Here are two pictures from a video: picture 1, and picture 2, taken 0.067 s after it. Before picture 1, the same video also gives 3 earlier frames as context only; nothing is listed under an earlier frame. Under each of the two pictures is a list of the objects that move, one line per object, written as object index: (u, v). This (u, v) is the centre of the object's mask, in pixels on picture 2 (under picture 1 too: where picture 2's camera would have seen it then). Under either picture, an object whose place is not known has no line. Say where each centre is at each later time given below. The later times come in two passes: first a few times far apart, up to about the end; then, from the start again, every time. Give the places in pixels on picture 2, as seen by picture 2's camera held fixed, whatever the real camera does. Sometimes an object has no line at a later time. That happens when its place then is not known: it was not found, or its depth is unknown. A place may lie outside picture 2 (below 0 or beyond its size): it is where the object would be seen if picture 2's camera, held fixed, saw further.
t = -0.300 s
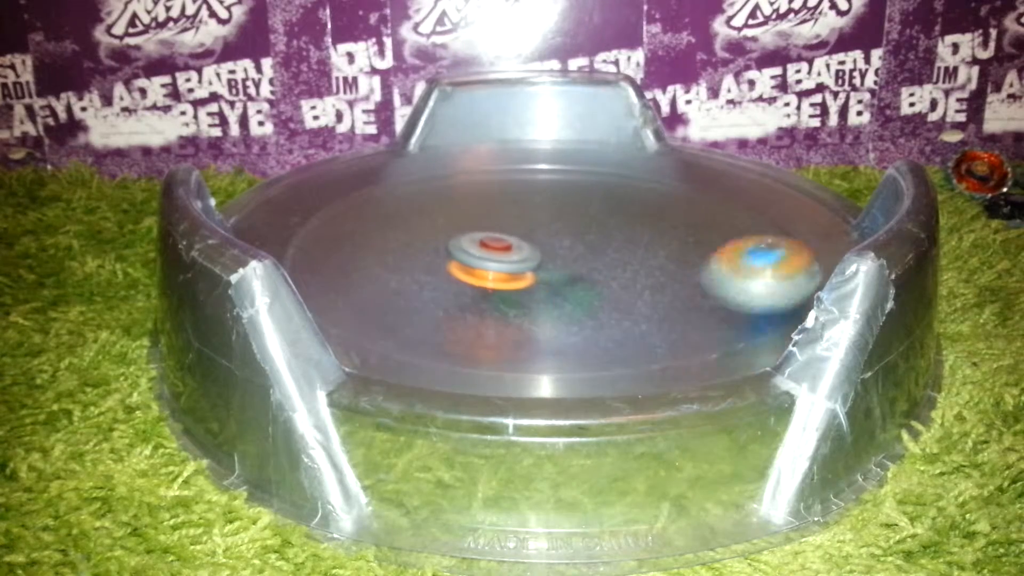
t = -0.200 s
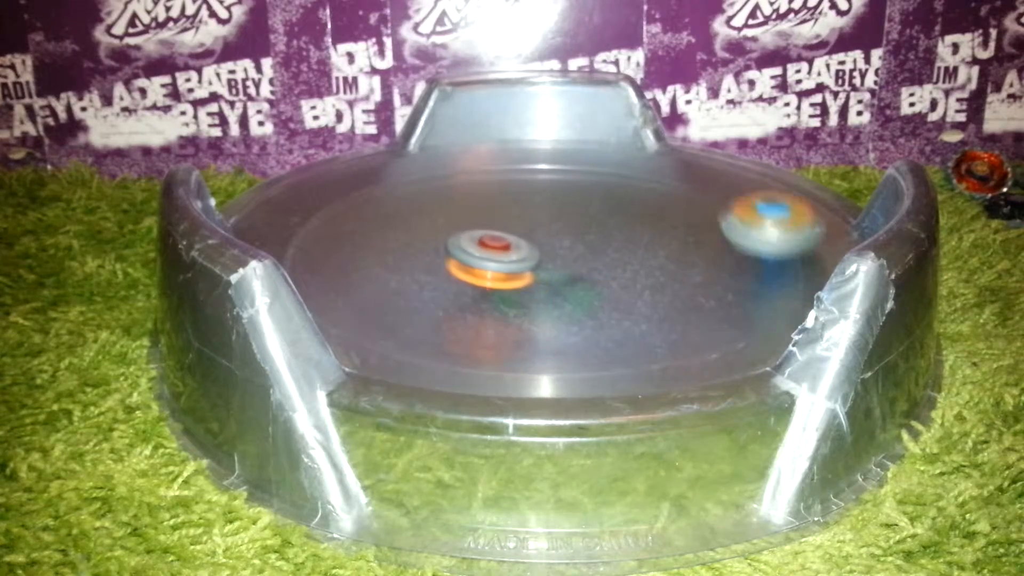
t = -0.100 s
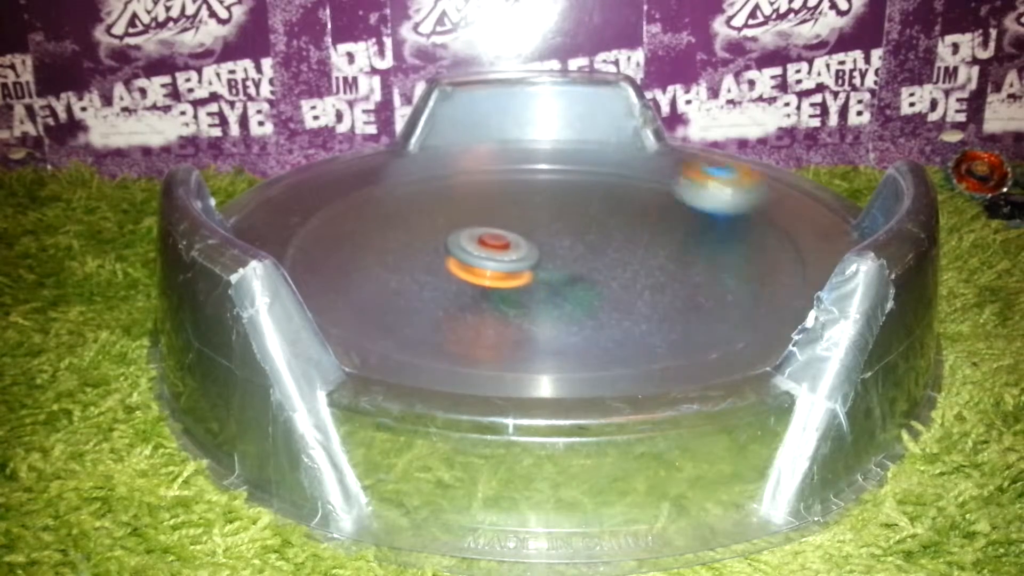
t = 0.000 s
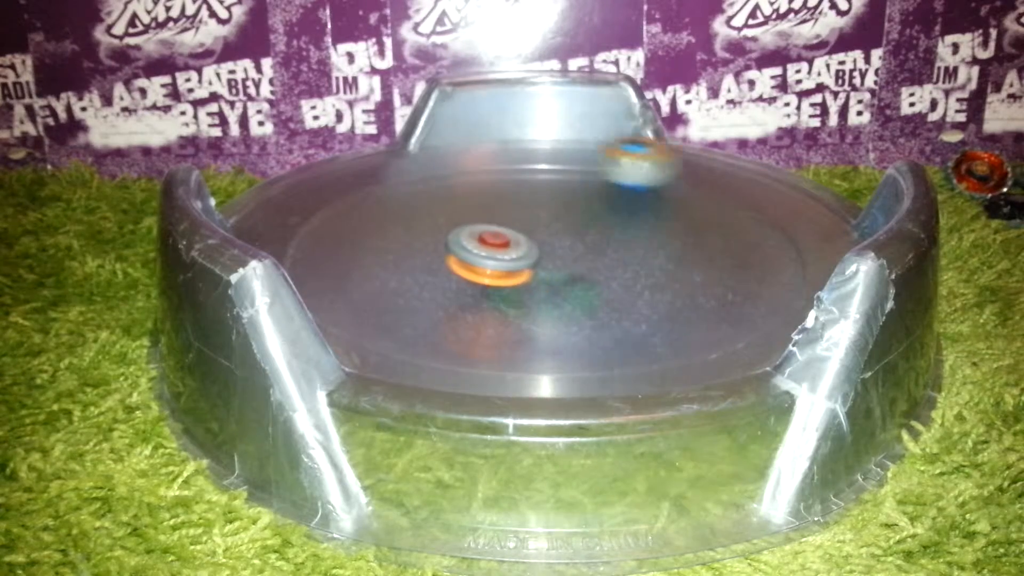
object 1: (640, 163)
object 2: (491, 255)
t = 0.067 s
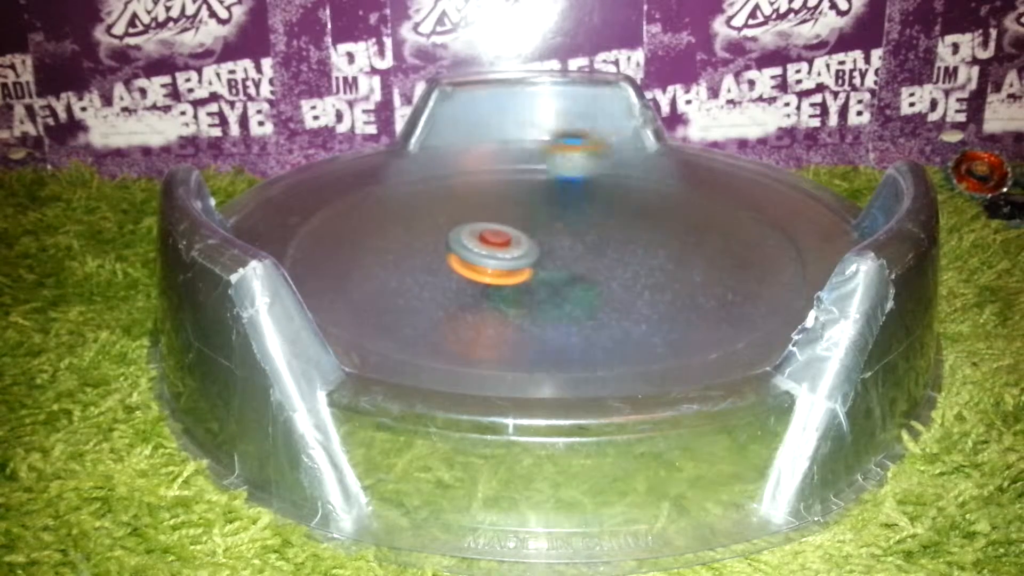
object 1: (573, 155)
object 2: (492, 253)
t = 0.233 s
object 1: (410, 170)
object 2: (496, 250)
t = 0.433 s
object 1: (324, 249)
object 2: (506, 246)
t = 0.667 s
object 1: (584, 323)
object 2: (524, 241)
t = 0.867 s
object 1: (775, 252)
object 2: (541, 239)
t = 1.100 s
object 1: (667, 168)
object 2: (555, 239)
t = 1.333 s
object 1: (443, 168)
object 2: (568, 241)
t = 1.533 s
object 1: (336, 241)
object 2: (576, 244)
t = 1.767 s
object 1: (557, 324)
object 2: (585, 249)
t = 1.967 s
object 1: (771, 264)
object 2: (586, 254)
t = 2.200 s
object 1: (685, 175)
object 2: (584, 259)
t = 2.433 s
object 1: (460, 170)
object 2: (575, 264)
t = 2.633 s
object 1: (338, 236)
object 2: (565, 267)
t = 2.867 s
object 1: (527, 325)
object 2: (546, 267)
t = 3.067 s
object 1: (749, 272)
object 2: (526, 269)
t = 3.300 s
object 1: (675, 182)
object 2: (515, 267)
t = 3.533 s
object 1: (454, 170)
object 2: (508, 263)
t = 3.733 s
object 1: (339, 235)
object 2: (506, 259)
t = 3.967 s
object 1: (534, 320)
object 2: (508, 254)
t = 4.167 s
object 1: (741, 264)
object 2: (517, 249)
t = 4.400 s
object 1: (658, 178)
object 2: (531, 244)
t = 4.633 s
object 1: (444, 175)
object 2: (543, 242)
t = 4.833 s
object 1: (355, 249)
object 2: (552, 242)
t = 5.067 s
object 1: (590, 316)
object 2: (562, 244)
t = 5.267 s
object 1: (749, 247)
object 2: (572, 247)
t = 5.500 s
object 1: (629, 175)
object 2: (578, 252)
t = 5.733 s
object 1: (415, 194)
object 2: (580, 258)
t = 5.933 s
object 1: (379, 276)
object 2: (577, 262)
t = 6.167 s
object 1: (654, 307)
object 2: (570, 264)
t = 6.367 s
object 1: (735, 229)
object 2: (560, 266)
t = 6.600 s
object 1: (568, 175)
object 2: (544, 266)
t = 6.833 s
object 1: (375, 216)
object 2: (526, 263)
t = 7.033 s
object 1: (428, 300)
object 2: (517, 260)
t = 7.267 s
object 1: (700, 284)
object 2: (511, 255)
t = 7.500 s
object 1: (668, 195)
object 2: (513, 250)
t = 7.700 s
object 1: (492, 174)
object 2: (520, 245)
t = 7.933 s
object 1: (365, 246)
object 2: (530, 243)
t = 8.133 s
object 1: (528, 312)
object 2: (541, 241)
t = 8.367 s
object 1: (729, 250)
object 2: (554, 243)
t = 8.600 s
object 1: (615, 180)
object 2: (567, 247)
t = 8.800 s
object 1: (439, 191)
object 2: (575, 251)
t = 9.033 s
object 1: (401, 281)
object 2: (581, 257)
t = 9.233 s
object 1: (632, 309)
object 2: (578, 260)
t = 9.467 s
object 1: (719, 223)
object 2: (575, 265)
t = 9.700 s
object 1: (546, 180)
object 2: (566, 266)
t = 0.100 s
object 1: (534, 154)
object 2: (492, 252)
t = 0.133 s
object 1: (503, 155)
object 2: (493, 252)
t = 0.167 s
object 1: (471, 157)
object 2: (494, 251)
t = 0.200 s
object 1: (439, 164)
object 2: (495, 250)
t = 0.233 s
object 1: (410, 170)
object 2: (496, 250)
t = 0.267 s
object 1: (383, 178)
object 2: (497, 249)
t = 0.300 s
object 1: (361, 189)
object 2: (498, 249)
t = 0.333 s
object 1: (342, 202)
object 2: (500, 248)
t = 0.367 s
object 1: (328, 217)
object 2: (502, 247)
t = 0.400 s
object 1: (322, 233)
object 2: (504, 247)
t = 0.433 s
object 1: (324, 249)
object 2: (506, 246)
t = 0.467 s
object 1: (338, 268)
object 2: (508, 245)
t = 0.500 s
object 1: (360, 284)
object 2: (510, 245)
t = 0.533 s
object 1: (390, 299)
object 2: (513, 244)
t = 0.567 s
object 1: (432, 311)
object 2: (516, 243)
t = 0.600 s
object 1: (481, 319)
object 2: (519, 242)
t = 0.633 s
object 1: (533, 324)
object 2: (522, 242)
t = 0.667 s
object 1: (584, 323)
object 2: (524, 241)
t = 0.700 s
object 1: (634, 318)
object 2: (528, 241)
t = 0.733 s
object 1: (680, 310)
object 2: (531, 241)
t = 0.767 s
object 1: (717, 298)
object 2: (534, 240)
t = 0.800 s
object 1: (746, 283)
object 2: (536, 240)
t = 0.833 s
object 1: (765, 268)
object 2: (538, 239)
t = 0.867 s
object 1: (775, 252)
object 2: (541, 239)
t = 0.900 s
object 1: (777, 236)
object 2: (543, 239)
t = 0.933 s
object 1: (771, 220)
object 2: (545, 239)
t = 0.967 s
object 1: (758, 206)
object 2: (548, 239)
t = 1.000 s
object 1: (740, 194)
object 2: (550, 239)
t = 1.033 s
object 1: (718, 183)
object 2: (552, 239)
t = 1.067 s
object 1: (694, 174)
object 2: (553, 239)
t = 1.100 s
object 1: (667, 168)
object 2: (555, 239)
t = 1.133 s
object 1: (639, 162)
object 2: (557, 239)
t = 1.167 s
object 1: (608, 158)
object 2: (559, 239)
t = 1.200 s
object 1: (574, 155)
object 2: (561, 239)
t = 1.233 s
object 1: (538, 155)
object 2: (563, 240)
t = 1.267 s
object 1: (506, 157)
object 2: (565, 240)
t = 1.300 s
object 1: (476, 161)
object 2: (567, 241)
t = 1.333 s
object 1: (443, 168)
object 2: (568, 241)
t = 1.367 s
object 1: (415, 175)
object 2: (569, 241)
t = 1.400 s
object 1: (389, 184)
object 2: (571, 241)
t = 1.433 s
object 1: (367, 197)
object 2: (572, 242)
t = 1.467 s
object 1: (351, 209)
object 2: (573, 242)
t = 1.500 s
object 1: (339, 225)
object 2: (574, 243)
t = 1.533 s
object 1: (336, 241)
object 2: (576, 244)
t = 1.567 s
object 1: (340, 258)
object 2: (577, 244)
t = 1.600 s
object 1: (355, 275)
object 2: (579, 245)
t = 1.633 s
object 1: (378, 291)
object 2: (580, 246)
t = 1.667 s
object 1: (412, 304)
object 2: (582, 247)
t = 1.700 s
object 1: (456, 314)
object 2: (583, 247)
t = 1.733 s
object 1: (504, 321)
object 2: (584, 248)
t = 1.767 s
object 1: (557, 324)
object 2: (585, 249)
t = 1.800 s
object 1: (609, 321)
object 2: (585, 250)
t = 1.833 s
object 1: (654, 316)
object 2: (585, 251)
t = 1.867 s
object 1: (695, 307)
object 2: (586, 252)
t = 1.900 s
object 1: (729, 294)
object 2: (586, 252)
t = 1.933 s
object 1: (756, 280)
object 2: (586, 253)
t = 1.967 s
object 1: (771, 264)
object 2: (586, 254)
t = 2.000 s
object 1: (778, 249)
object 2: (586, 255)
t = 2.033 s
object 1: (777, 233)
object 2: (586, 255)
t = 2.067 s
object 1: (768, 218)
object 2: (586, 256)
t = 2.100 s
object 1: (753, 206)
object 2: (586, 256)
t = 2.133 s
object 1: (733, 194)
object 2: (586, 257)
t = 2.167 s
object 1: (709, 182)
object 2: (585, 258)
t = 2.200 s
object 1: (685, 175)
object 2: (584, 259)
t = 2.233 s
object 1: (657, 171)
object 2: (583, 259)
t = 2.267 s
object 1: (627, 167)
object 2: (582, 260)
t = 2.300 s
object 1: (595, 163)
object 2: (581, 261)
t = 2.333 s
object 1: (562, 161)
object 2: (580, 262)
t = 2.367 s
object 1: (523, 162)
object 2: (578, 263)
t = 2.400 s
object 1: (492, 166)
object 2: (576, 264)
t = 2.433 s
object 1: (460, 170)
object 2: (575, 264)
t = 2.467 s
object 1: (431, 176)
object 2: (574, 265)
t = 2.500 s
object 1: (403, 184)
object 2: (573, 265)
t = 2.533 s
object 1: (379, 196)
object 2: (572, 265)
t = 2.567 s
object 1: (359, 207)
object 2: (570, 266)
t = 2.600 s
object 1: (345, 221)
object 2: (567, 266)
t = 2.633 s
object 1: (338, 236)
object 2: (565, 267)
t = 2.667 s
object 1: (338, 252)
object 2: (562, 267)
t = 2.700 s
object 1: (348, 269)
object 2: (559, 268)
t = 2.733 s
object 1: (366, 284)
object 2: (557, 268)
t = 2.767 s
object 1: (394, 298)
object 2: (554, 269)
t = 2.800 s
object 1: (432, 310)
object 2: (551, 269)
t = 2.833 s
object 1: (477, 320)
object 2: (548, 269)
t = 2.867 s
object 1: (527, 325)
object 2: (546, 267)
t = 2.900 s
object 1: (579, 325)
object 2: (540, 268)
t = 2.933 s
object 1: (624, 319)
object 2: (537, 269)
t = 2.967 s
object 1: (667, 311)
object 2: (534, 269)
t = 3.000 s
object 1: (703, 301)
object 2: (531, 269)
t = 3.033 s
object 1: (731, 287)
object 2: (528, 269)
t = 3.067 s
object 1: (749, 272)
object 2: (526, 269)
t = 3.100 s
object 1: (759, 257)
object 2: (524, 269)
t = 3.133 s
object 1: (760, 242)
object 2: (522, 269)
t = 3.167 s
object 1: (755, 227)
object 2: (520, 268)
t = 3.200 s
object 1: (742, 214)
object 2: (519, 268)
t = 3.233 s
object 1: (723, 202)
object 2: (518, 267)
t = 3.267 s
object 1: (702, 191)
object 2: (516, 267)
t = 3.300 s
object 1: (675, 182)
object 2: (515, 267)
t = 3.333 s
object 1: (650, 176)
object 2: (514, 266)
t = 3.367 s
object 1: (620, 171)
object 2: (513, 266)
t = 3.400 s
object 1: (590, 168)
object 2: (512, 266)
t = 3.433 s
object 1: (556, 166)
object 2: (511, 265)
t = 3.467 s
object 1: (518, 165)
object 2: (510, 264)
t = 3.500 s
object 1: (489, 167)
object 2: (509, 264)
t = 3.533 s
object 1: (454, 170)
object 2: (508, 263)
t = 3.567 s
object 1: (429, 176)
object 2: (507, 262)
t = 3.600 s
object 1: (401, 185)
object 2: (507, 262)
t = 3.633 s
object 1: (377, 196)
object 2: (506, 261)
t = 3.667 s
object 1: (359, 207)
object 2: (506, 260)
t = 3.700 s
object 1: (346, 220)
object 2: (506, 260)
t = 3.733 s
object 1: (339, 235)
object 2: (506, 259)
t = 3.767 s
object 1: (340, 251)
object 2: (506, 259)
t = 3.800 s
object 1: (350, 267)
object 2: (506, 258)
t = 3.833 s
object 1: (370, 282)
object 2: (506, 257)
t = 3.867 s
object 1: (402, 297)
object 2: (507, 257)
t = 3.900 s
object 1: (438, 308)
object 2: (507, 256)
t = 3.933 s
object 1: (483, 317)
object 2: (508, 254)
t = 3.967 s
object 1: (534, 320)
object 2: (508, 254)
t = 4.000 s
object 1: (582, 318)
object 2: (509, 253)
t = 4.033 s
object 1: (629, 312)
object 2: (510, 253)
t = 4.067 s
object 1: (668, 305)
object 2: (511, 252)
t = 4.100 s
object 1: (702, 292)
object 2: (513, 251)
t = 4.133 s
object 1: (725, 279)
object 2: (514, 250)
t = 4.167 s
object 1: (741, 264)
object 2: (517, 249)
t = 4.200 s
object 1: (748, 249)
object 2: (519, 248)
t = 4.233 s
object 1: (747, 234)
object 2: (522, 247)
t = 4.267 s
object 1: (739, 219)
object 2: (524, 246)
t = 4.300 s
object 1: (724, 206)
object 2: (526, 246)
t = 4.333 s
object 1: (706, 195)
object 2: (527, 245)
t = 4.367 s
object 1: (682, 184)
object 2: (529, 244)
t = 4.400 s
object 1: (658, 178)
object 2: (531, 244)
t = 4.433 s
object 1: (632, 172)
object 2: (533, 244)
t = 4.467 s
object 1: (602, 168)
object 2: (535, 243)
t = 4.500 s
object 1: (571, 164)
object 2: (537, 243)
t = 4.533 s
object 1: (534, 163)
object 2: (538, 243)
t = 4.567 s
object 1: (503, 166)
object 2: (540, 242)
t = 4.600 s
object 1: (476, 170)
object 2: (542, 242)
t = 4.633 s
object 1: (444, 175)
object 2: (543, 242)
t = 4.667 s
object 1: (418, 182)
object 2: (544, 242)
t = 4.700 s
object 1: (395, 193)
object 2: (546, 242)
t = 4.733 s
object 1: (376, 205)
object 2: (547, 242)
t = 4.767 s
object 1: (362, 219)
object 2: (549, 242)
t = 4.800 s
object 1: (355, 233)
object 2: (550, 242)
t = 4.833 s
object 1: (355, 249)
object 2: (552, 242)
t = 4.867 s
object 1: (365, 265)
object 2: (553, 243)
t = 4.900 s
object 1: (384, 281)
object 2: (555, 243)
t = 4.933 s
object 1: (411, 295)
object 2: (556, 243)
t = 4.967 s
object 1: (449, 306)
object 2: (558, 243)
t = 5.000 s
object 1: (495, 313)
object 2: (560, 243)
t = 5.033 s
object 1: (543, 317)
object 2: (561, 243)
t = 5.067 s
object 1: (590, 316)
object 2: (562, 244)
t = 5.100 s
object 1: (636, 310)
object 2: (564, 245)
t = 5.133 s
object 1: (675, 301)
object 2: (566, 245)
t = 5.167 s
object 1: (705, 290)
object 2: (567, 246)
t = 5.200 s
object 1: (728, 276)
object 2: (569, 246)
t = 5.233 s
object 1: (743, 262)
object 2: (570, 247)
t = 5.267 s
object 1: (749, 247)
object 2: (572, 247)
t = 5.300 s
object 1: (748, 233)
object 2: (573, 248)
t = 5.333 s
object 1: (738, 219)
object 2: (574, 249)
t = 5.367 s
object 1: (723, 206)
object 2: (576, 250)
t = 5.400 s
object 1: (705, 196)
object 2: (576, 250)
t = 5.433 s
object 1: (682, 187)
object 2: (577, 251)
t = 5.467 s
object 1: (656, 180)
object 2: (577, 252)
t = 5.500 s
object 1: (629, 175)
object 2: (578, 252)
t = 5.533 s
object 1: (599, 172)
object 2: (579, 253)
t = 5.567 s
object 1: (567, 170)
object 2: (579, 254)
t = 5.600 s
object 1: (530, 170)
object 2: (579, 255)
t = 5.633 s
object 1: (498, 172)
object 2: (580, 256)
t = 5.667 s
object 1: (472, 177)
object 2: (580, 257)
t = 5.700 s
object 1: (442, 184)
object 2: (580, 257)
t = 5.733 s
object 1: (415, 194)
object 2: (580, 258)
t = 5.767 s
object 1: (394, 204)
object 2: (580, 258)
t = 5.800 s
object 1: (377, 216)
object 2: (580, 259)
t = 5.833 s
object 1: (366, 231)
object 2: (579, 260)
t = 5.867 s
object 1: (362, 245)
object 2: (579, 260)
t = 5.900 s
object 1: (367, 261)
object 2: (578, 261)
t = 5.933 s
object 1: (379, 276)
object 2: (577, 262)
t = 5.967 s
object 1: (404, 290)
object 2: (576, 262)
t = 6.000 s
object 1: (435, 302)
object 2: (576, 263)
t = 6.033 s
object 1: (476, 311)
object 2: (575, 263)
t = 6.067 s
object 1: (521, 317)
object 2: (574, 263)
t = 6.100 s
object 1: (569, 317)
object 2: (573, 262)
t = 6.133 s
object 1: (614, 315)
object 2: (571, 264)
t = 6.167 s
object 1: (654, 307)
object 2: (570, 264)
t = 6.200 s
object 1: (688, 297)
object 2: (569, 265)
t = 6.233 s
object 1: (713, 285)
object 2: (567, 265)
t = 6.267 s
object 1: (732, 270)
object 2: (566, 265)
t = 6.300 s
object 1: (741, 257)
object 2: (564, 266)
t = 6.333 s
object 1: (742, 242)
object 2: (562, 266)
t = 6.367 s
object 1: (735, 229)
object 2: (560, 266)
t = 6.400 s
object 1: (722, 216)
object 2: (558, 267)
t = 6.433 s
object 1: (703, 204)
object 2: (555, 267)
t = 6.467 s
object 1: (680, 195)
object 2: (553, 267)
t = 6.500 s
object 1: (655, 188)
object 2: (550, 267)
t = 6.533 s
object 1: (629, 183)
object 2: (548, 267)
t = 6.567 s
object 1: (598, 179)
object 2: (546, 267)
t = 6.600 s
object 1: (568, 175)
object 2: (544, 266)
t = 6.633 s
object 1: (533, 175)
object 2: (541, 266)
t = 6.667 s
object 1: (496, 174)
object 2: (539, 266)
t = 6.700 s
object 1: (470, 181)
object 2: (537, 266)
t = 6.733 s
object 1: (442, 187)
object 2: (534, 265)
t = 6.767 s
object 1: (414, 195)
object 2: (531, 265)
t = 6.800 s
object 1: (392, 204)
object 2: (529, 264)
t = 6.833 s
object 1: (375, 216)
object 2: (526, 263)
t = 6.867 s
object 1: (364, 229)
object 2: (524, 263)
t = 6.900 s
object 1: (359, 244)
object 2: (523, 262)
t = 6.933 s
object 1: (362, 258)
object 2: (521, 262)
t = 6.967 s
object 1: (374, 273)
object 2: (520, 261)
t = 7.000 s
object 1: (396, 287)
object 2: (518, 261)
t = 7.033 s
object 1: (428, 300)
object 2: (517, 260)
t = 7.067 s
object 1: (465, 311)
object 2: (516, 258)
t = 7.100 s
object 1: (509, 316)
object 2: (514, 257)
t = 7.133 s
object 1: (555, 317)
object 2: (512, 257)
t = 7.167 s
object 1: (602, 312)
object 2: (512, 257)
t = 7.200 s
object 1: (642, 306)
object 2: (512, 256)
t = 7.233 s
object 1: (676, 296)
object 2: (512, 256)
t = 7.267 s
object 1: (700, 284)
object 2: (511, 255)
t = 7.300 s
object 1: (717, 271)
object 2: (511, 254)
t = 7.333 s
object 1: (726, 256)
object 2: (511, 254)
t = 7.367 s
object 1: (728, 242)
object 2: (512, 253)
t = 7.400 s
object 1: (721, 228)
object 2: (512, 252)
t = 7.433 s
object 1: (707, 215)
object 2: (512, 252)
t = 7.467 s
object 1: (690, 204)
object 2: (512, 251)
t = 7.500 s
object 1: (668, 195)
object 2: (513, 250)
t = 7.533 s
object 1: (644, 187)
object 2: (514, 249)
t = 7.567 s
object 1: (616, 182)
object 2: (515, 248)
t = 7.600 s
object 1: (587, 178)
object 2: (516, 247)
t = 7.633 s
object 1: (556, 174)
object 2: (518, 247)
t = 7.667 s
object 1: (525, 173)
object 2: (519, 246)
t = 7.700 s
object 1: (492, 174)
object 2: (520, 245)
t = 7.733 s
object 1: (462, 180)
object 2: (522, 245)
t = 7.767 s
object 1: (434, 187)
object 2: (523, 244)
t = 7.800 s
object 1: (412, 195)
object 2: (524, 244)
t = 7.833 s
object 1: (392, 204)
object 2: (525, 244)
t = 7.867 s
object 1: (376, 217)
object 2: (527, 243)
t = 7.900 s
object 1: (367, 231)
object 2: (528, 243)
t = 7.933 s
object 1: (365, 246)
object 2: (530, 243)
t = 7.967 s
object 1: (372, 261)
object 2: (532, 242)
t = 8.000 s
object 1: (387, 276)
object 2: (533, 242)
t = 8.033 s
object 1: (411, 289)
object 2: (535, 242)
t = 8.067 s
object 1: (444, 301)
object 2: (537, 242)
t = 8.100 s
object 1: (483, 308)
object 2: (539, 242)
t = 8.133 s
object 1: (528, 312)
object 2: (541, 241)
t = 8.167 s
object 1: (573, 313)
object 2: (542, 241)
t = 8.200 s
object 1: (614, 309)
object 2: (544, 242)
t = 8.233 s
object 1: (653, 301)
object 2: (546, 242)
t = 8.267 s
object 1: (683, 290)
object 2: (548, 243)
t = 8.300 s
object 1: (706, 278)
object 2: (551, 243)
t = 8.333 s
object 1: (721, 264)
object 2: (553, 243)
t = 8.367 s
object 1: (729, 250)
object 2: (554, 243)
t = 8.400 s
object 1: (729, 236)
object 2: (556, 244)
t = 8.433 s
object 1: (720, 223)
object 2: (558, 244)
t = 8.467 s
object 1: (706, 210)
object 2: (560, 245)
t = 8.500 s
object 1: (688, 199)
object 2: (561, 245)
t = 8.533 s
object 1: (667, 191)
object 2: (563, 246)
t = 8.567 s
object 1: (644, 184)
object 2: (565, 246)
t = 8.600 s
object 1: (615, 180)
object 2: (567, 247)
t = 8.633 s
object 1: (587, 176)
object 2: (569, 247)
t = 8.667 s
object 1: (554, 174)
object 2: (570, 248)
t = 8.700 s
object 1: (521, 173)
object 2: (572, 249)
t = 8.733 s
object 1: (492, 176)
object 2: (574, 249)
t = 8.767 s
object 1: (466, 183)
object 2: (575, 250)
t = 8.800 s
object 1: (439, 191)
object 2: (575, 251)
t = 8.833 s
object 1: (415, 201)
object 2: (576, 251)
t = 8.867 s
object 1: (397, 211)
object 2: (577, 252)
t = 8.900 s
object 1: (384, 222)
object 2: (578, 253)
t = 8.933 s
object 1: (376, 237)
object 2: (579, 254)
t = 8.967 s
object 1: (376, 252)
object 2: (579, 255)
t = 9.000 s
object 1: (384, 267)
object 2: (580, 256)
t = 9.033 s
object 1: (401, 281)
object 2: (581, 257)
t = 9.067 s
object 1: (426, 293)
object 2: (581, 258)
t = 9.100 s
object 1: (460, 304)
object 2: (581, 258)
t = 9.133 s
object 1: (502, 311)
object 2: (581, 259)
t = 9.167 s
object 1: (544, 314)
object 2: (584, 257)
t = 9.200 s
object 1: (586, 314)
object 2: (580, 258)
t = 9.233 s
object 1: (632, 309)
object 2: (578, 260)
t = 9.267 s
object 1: (664, 300)
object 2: (579, 262)
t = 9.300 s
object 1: (694, 288)
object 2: (579, 262)
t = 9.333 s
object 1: (714, 276)
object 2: (578, 263)
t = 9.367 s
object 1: (727, 262)
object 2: (577, 264)
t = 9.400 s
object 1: (732, 249)
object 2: (576, 264)
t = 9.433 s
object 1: (730, 236)
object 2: (576, 264)
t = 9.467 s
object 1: (719, 223)
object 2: (575, 265)
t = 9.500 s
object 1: (704, 212)
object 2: (575, 265)
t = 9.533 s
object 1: (685, 202)
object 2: (574, 265)
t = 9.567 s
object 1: (660, 193)
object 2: (573, 265)
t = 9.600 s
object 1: (637, 188)
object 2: (571, 266)
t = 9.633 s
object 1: (608, 184)
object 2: (569, 266)
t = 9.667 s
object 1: (578, 181)
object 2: (568, 266)
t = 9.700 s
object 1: (546, 180)
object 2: (566, 266)
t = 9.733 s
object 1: (515, 182)
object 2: (563, 266)
